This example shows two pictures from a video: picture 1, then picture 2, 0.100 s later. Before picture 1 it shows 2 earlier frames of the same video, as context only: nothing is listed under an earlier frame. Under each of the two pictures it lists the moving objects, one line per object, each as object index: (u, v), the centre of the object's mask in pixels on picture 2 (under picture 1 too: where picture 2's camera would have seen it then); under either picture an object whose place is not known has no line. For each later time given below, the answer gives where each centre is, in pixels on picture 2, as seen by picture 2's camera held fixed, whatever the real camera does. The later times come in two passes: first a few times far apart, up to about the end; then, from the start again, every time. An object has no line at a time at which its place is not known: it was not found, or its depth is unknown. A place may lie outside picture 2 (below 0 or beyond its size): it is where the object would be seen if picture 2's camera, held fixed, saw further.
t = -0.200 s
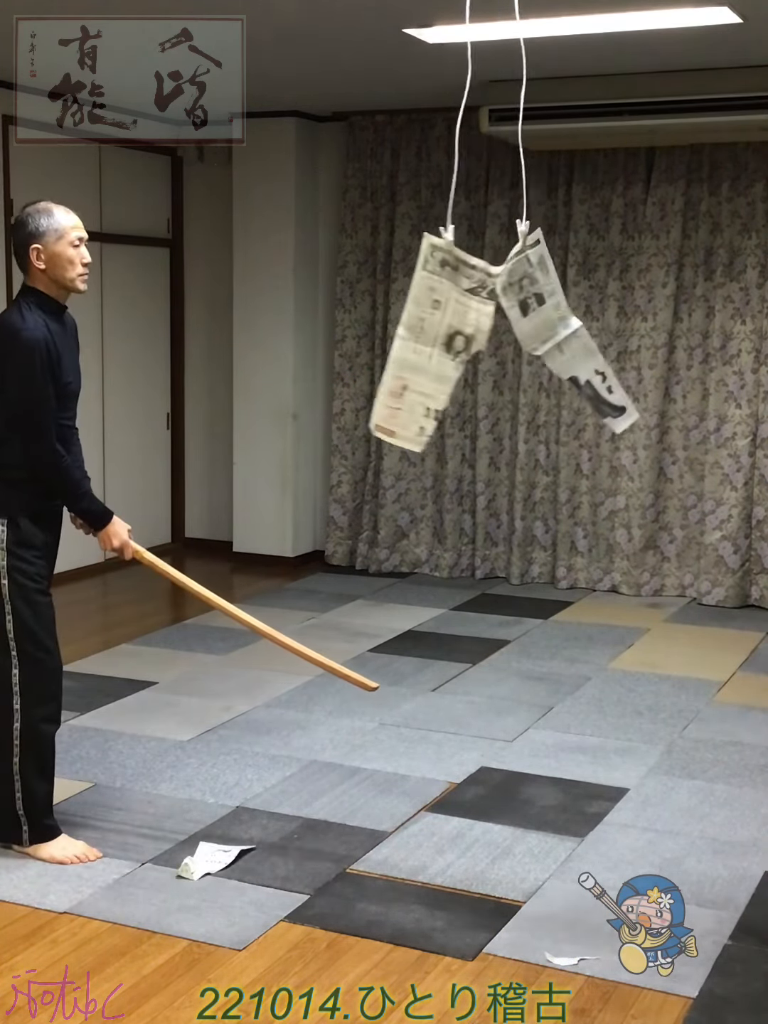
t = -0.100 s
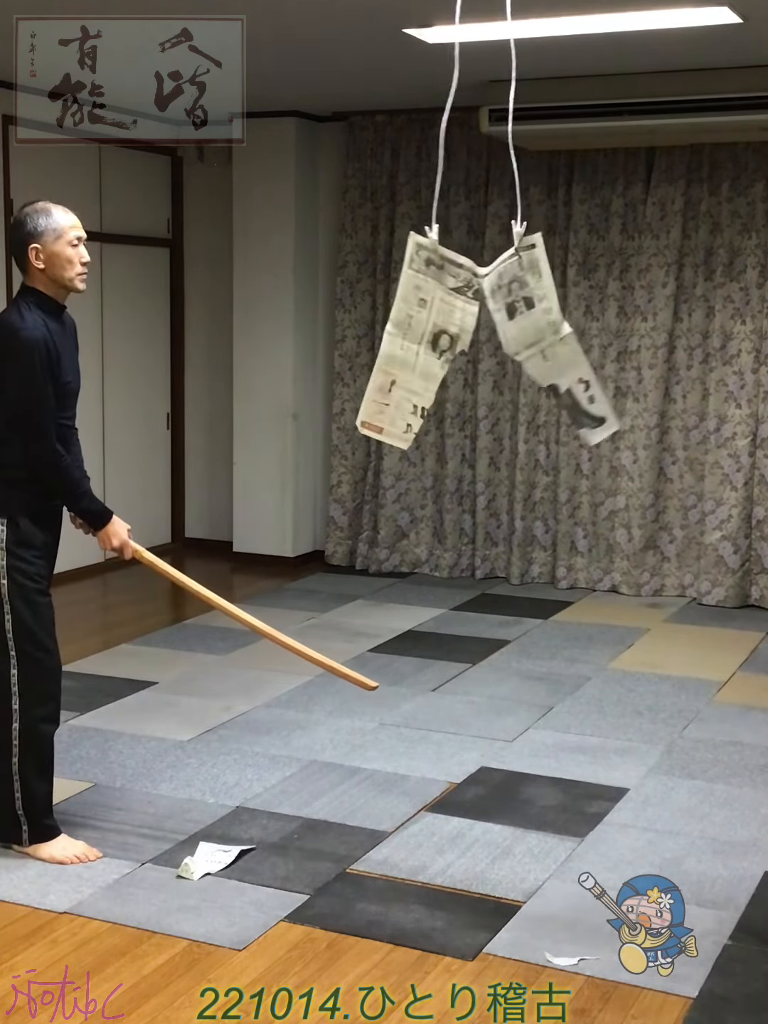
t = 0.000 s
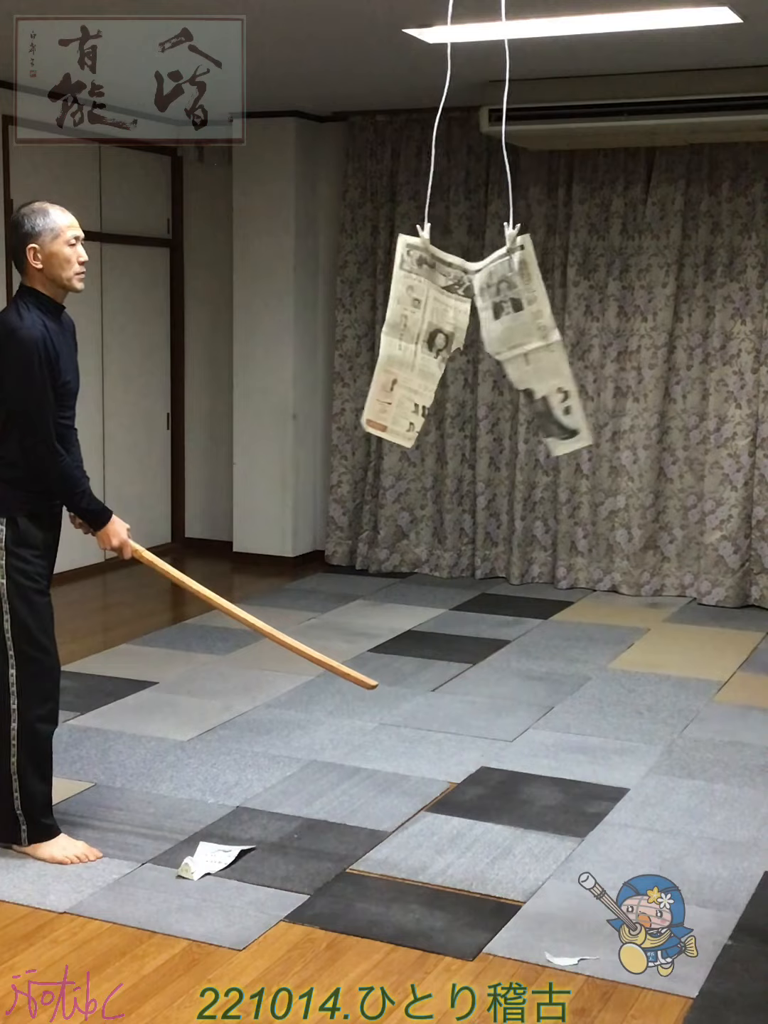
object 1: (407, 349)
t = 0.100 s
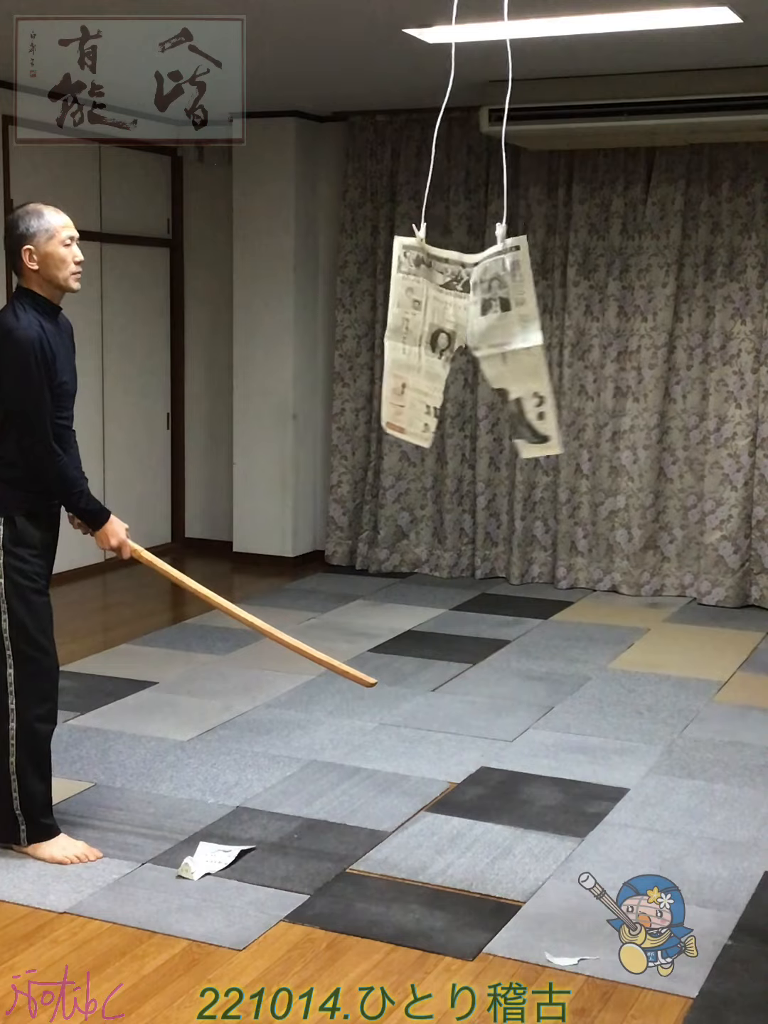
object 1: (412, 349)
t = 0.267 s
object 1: (424, 355)
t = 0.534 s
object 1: (450, 354)
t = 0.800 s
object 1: (479, 350)
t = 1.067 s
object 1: (492, 345)
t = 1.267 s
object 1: (489, 348)
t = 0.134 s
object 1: (414, 349)
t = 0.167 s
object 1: (417, 352)
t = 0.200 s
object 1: (420, 353)
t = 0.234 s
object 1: (422, 353)
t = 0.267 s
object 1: (424, 355)
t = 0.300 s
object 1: (431, 350)
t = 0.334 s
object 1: (434, 351)
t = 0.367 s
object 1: (433, 357)
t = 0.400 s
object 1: (436, 356)
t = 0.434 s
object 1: (438, 356)
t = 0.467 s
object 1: (441, 358)
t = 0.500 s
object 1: (444, 359)
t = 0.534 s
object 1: (450, 354)
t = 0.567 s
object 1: (454, 356)
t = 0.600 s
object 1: (456, 356)
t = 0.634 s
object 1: (459, 357)
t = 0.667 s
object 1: (462, 357)
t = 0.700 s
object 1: (465, 357)
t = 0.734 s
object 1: (465, 364)
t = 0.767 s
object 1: (467, 366)
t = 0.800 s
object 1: (479, 350)
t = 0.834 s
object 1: (481, 350)
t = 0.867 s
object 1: (484, 348)
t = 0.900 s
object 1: (488, 345)
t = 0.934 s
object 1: (489, 345)
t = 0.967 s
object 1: (490, 345)
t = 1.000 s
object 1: (491, 345)
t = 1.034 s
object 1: (491, 345)
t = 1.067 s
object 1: (492, 345)
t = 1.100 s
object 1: (492, 346)
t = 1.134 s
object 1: (492, 346)
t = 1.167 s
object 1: (492, 346)
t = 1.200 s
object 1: (491, 347)
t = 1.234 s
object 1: (490, 347)
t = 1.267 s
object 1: (489, 348)
